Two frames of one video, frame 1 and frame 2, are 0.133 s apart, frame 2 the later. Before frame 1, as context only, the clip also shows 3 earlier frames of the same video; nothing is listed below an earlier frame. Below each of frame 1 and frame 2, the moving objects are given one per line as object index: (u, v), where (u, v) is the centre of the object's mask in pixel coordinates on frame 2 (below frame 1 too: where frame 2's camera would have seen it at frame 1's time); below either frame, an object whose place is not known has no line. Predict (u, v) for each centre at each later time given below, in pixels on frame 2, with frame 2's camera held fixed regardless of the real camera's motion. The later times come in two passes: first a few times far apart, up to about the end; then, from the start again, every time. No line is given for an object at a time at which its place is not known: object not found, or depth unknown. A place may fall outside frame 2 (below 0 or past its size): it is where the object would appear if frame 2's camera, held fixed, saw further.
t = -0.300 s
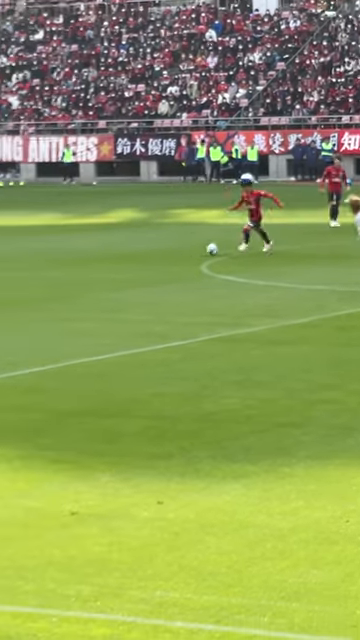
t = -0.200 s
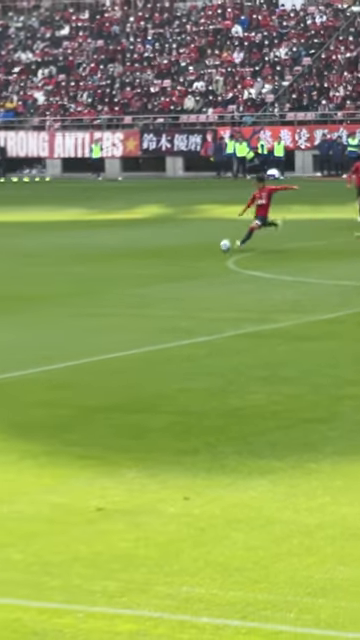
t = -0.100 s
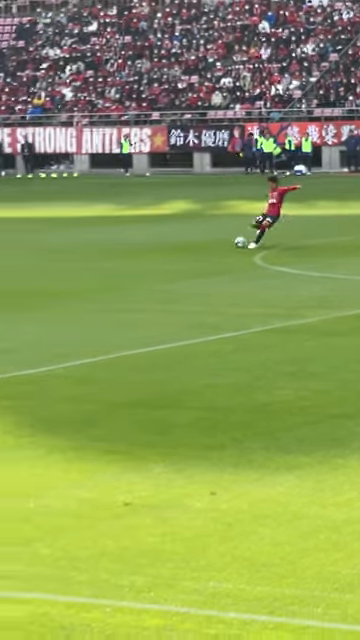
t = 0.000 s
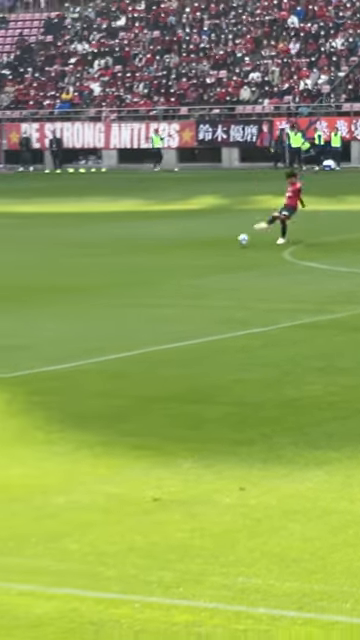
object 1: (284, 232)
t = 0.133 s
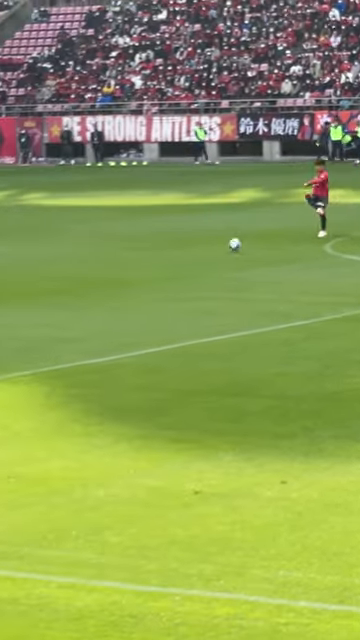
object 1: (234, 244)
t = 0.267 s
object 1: (186, 257)
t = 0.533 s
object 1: (90, 276)
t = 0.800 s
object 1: (-7, 305)
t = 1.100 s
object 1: (-118, 334)
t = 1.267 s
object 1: (-180, 351)
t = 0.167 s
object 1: (222, 245)
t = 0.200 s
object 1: (210, 248)
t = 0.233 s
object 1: (198, 252)
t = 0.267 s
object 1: (186, 257)
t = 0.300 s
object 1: (174, 259)
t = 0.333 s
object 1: (162, 261)
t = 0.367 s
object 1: (149, 264)
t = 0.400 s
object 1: (137, 268)
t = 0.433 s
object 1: (126, 270)
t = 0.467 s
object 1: (114, 272)
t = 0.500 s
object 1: (102, 273)
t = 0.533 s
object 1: (90, 276)
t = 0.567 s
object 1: (78, 282)
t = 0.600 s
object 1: (66, 286)
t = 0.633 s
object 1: (54, 286)
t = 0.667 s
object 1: (42, 288)
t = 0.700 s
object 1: (30, 290)
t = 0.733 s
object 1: (18, 294)
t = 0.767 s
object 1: (5, 299)
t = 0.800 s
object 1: (-7, 305)
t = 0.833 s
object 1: (-19, 307)
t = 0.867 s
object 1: (-31, 309)
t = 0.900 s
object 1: (-43, 313)
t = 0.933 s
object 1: (-55, 317)
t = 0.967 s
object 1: (-67, 320)
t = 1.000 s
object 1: (-80, 322)
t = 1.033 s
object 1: (-93, 325)
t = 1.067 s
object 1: (-105, 330)
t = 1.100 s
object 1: (-118, 334)
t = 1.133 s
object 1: (-130, 336)
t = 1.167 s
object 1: (-142, 338)
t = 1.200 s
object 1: (-155, 341)
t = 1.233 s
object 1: (-168, 345)
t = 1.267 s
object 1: (-180, 351)
